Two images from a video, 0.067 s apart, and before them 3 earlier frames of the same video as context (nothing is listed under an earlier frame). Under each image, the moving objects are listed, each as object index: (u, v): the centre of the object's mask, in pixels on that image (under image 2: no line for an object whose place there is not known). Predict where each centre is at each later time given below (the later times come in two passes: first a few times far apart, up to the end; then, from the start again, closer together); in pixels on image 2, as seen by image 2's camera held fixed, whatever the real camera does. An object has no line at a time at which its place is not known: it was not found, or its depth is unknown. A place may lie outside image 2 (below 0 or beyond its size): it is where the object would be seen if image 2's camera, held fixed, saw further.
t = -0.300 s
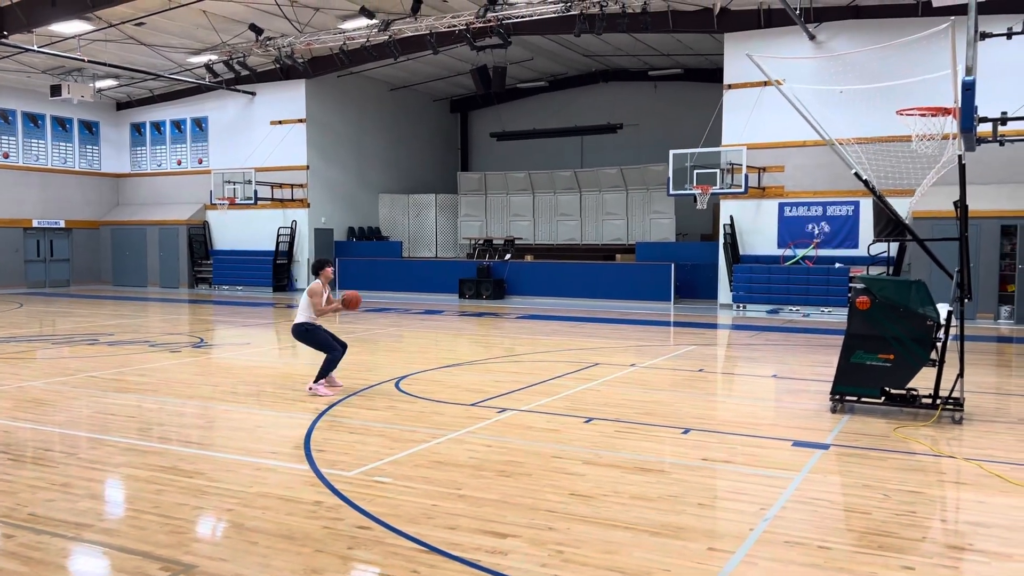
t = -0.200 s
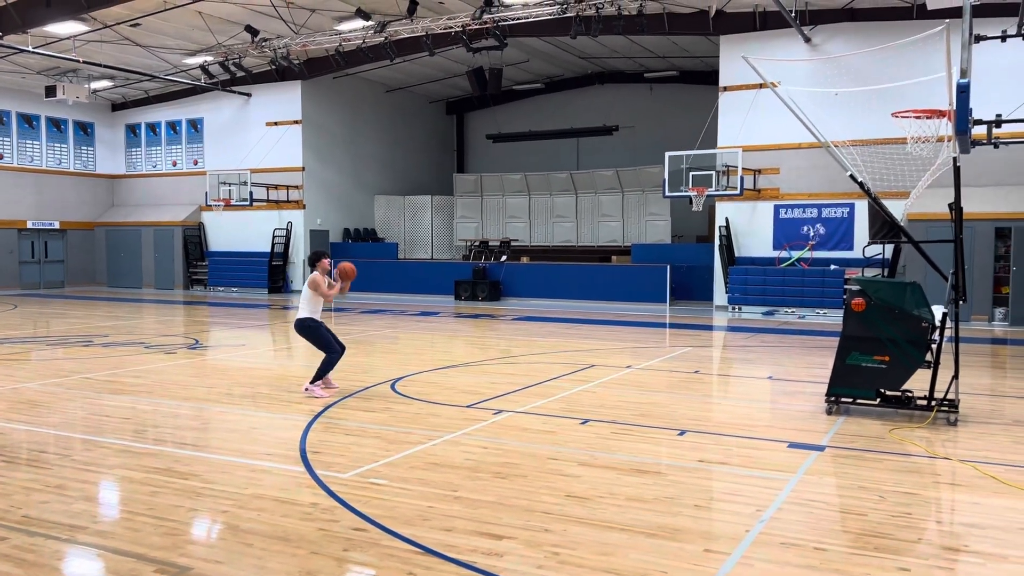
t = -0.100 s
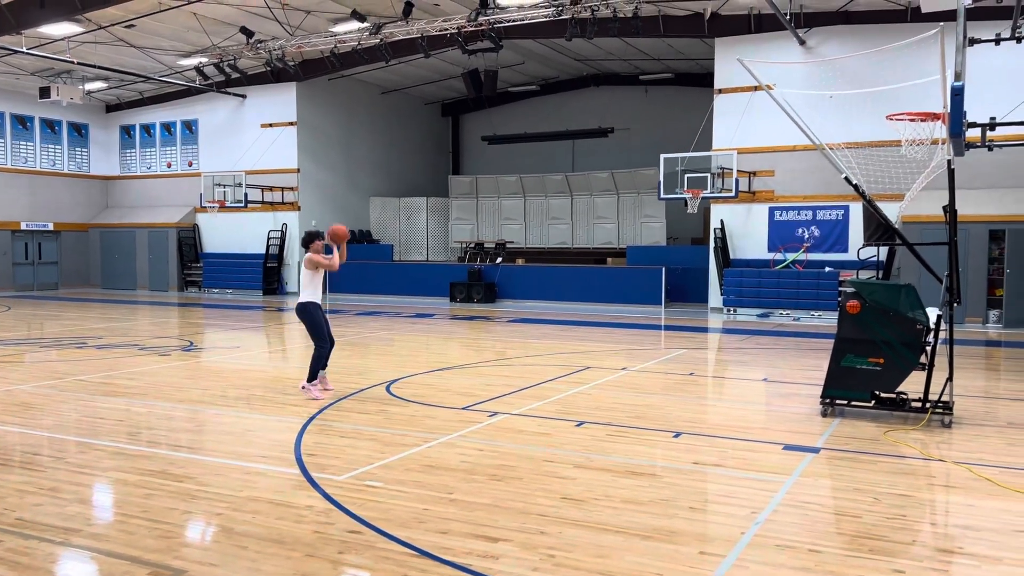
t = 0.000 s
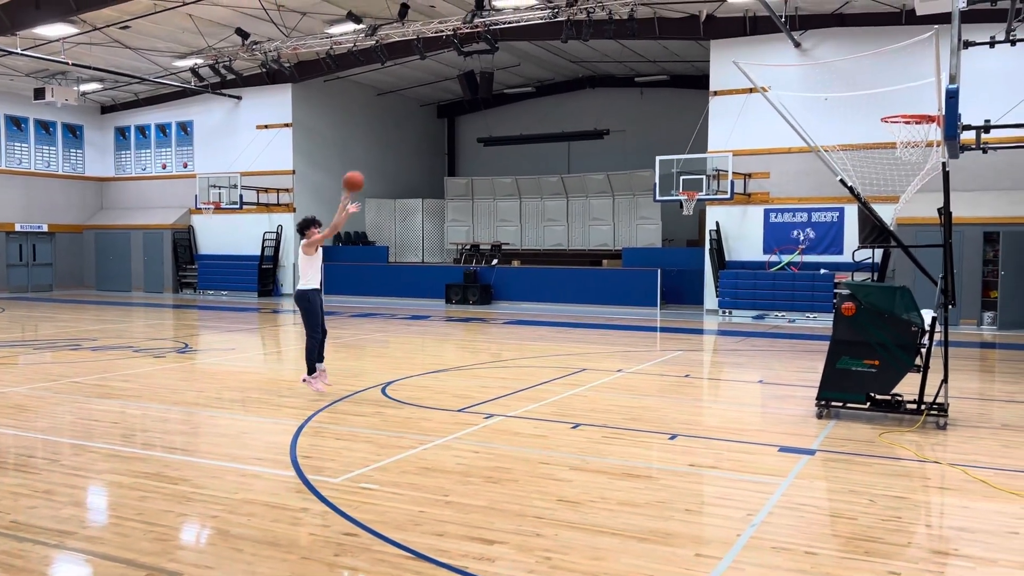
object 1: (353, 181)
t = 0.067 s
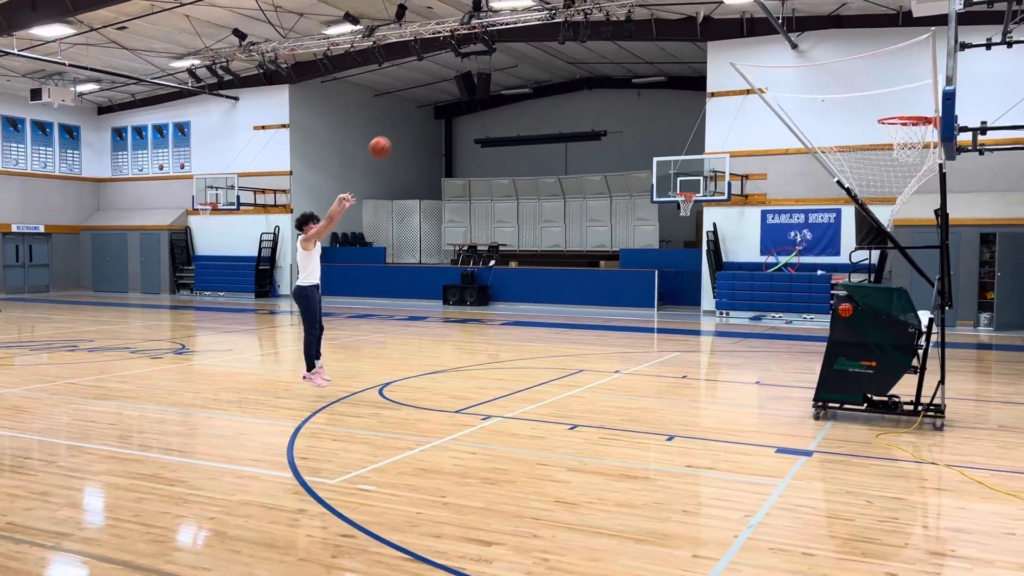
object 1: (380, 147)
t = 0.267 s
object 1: (469, 63)
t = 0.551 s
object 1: (600, 2)
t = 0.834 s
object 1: (734, 12)
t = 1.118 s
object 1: (869, 99)
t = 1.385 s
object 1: (918, 74)
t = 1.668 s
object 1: (923, 86)
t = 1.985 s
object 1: (890, 166)
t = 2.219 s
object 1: (885, 176)
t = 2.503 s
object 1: (890, 184)
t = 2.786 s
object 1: (897, 148)
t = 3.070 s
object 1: (898, 186)
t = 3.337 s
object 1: (877, 204)
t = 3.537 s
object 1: (875, 211)
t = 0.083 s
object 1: (387, 138)
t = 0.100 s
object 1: (394, 131)
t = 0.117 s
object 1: (401, 123)
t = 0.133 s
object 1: (409, 116)
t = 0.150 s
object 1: (417, 108)
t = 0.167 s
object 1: (424, 101)
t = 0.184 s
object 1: (431, 94)
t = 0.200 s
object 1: (439, 88)
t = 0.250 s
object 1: (462, 68)
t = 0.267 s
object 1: (469, 63)
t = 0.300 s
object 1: (485, 51)
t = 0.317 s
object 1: (493, 46)
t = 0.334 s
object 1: (500, 41)
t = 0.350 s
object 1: (508, 37)
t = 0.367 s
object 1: (515, 32)
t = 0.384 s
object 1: (523, 28)
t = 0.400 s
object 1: (531, 25)
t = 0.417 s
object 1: (538, 21)
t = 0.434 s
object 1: (546, 17)
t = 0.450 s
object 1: (554, 14)
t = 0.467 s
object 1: (561, 11)
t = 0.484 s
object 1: (569, 8)
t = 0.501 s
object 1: (576, 6)
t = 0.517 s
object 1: (584, 4)
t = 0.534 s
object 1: (592, 2)
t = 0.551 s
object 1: (600, 2)
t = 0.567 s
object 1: (608, 1)
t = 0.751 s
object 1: (695, 0)
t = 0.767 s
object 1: (703, 1)
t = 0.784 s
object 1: (710, 3)
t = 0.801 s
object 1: (718, 6)
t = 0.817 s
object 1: (727, 8)
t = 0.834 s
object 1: (734, 12)
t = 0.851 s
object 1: (743, 15)
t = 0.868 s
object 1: (750, 17)
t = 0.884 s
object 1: (758, 21)
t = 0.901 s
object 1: (765, 24)
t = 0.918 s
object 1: (773, 28)
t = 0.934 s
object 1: (781, 32)
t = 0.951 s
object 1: (790, 38)
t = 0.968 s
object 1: (798, 42)
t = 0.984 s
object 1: (805, 49)
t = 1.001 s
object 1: (812, 52)
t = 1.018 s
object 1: (821, 58)
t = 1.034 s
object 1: (829, 65)
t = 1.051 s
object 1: (837, 72)
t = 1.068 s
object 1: (845, 78)
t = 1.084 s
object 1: (853, 85)
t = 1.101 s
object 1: (861, 92)
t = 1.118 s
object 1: (869, 99)
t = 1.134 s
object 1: (877, 106)
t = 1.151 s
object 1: (883, 111)
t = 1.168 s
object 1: (885, 108)
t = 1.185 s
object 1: (888, 104)
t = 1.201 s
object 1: (890, 101)
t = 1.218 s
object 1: (893, 97)
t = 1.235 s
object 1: (895, 94)
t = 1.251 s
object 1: (898, 90)
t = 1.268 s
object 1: (901, 87)
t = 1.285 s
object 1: (903, 85)
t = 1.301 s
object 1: (905, 82)
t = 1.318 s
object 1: (908, 80)
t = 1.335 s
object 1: (910, 78)
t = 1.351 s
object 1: (913, 77)
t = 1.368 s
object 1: (915, 75)
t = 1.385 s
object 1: (918, 74)
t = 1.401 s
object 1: (920, 74)
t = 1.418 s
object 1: (921, 73)
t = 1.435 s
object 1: (923, 73)
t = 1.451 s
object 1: (924, 74)
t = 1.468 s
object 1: (928, 74)
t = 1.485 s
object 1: (930, 74)
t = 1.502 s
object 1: (932, 75)
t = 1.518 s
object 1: (937, 76)
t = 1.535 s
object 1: (937, 77)
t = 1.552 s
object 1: (937, 77)
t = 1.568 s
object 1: (937, 78)
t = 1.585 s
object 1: (932, 79)
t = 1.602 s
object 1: (931, 80)
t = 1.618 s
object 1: (928, 81)
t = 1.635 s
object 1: (925, 83)
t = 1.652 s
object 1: (924, 84)
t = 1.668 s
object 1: (923, 86)
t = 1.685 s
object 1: (922, 88)
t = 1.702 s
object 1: (921, 91)
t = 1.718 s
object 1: (919, 93)
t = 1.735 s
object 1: (917, 96)
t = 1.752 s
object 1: (915, 99)
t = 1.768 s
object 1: (914, 102)
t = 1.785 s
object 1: (911, 105)
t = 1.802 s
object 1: (909, 108)
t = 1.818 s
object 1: (908, 110)
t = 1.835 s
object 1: (906, 117)
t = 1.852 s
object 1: (903, 126)
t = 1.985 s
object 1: (890, 166)
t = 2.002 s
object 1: (889, 169)
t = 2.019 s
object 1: (888, 173)
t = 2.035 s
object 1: (888, 175)
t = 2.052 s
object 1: (887, 176)
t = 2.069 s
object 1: (887, 178)
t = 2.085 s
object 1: (887, 178)
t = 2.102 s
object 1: (886, 178)
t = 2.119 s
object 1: (886, 178)
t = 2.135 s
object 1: (885, 178)
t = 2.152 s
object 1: (885, 177)
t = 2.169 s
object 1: (885, 177)
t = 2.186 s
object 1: (885, 176)
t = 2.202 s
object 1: (885, 176)
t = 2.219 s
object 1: (885, 176)
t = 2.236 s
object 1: (885, 176)
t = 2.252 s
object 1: (885, 176)
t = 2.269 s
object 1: (885, 177)
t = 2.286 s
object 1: (886, 177)
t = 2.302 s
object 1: (886, 179)
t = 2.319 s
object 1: (886, 180)
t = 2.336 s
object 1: (885, 181)
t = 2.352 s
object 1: (885, 183)
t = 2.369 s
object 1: (886, 185)
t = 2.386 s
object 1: (886, 188)
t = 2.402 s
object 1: (886, 190)
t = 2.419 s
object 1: (887, 191)
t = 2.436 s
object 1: (887, 192)
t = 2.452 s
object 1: (888, 190)
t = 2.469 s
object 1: (889, 190)
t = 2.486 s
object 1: (889, 187)
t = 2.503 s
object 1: (890, 184)
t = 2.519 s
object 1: (890, 181)
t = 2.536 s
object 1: (890, 177)
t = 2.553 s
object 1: (891, 173)
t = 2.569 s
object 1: (891, 170)
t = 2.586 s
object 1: (892, 167)
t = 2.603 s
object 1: (892, 164)
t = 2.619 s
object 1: (892, 161)
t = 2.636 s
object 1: (893, 158)
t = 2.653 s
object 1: (894, 156)
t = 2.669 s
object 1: (894, 154)
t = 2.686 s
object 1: (895, 152)
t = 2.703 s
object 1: (895, 151)
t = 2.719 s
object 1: (896, 150)
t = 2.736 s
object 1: (896, 149)
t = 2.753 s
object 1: (896, 148)
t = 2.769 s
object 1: (896, 148)
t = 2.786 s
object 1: (897, 148)
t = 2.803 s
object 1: (897, 148)
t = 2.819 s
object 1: (898, 148)
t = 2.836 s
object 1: (898, 149)
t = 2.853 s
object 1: (898, 150)
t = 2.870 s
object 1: (898, 151)
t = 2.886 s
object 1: (899, 153)
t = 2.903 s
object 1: (899, 155)
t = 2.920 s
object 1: (899, 156)
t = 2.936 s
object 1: (899, 159)
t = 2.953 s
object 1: (899, 161)
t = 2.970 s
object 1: (899, 164)
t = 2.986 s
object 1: (899, 167)
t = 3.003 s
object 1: (900, 171)
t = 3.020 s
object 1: (900, 175)
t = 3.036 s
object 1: (899, 178)
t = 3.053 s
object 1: (899, 182)
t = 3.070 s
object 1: (898, 186)
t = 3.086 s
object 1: (898, 190)
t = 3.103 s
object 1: (900, 196)
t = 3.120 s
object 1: (900, 200)
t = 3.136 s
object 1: (900, 203)
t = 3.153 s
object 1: (899, 205)
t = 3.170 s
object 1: (898, 206)
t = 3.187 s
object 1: (897, 206)
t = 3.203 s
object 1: (896, 206)
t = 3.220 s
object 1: (894, 205)
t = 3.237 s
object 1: (892, 204)
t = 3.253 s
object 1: (889, 203)
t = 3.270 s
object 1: (886, 202)
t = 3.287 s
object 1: (885, 203)
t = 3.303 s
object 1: (883, 202)
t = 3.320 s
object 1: (881, 203)
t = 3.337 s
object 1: (877, 204)
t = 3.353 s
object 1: (875, 204)
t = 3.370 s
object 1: (874, 205)
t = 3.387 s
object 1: (873, 205)
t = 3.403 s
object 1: (872, 206)
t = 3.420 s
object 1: (871, 206)
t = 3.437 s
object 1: (871, 207)
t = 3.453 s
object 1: (871, 207)
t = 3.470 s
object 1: (872, 208)
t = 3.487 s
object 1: (873, 208)
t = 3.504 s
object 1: (873, 209)
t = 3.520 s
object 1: (874, 210)
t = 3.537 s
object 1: (875, 211)
